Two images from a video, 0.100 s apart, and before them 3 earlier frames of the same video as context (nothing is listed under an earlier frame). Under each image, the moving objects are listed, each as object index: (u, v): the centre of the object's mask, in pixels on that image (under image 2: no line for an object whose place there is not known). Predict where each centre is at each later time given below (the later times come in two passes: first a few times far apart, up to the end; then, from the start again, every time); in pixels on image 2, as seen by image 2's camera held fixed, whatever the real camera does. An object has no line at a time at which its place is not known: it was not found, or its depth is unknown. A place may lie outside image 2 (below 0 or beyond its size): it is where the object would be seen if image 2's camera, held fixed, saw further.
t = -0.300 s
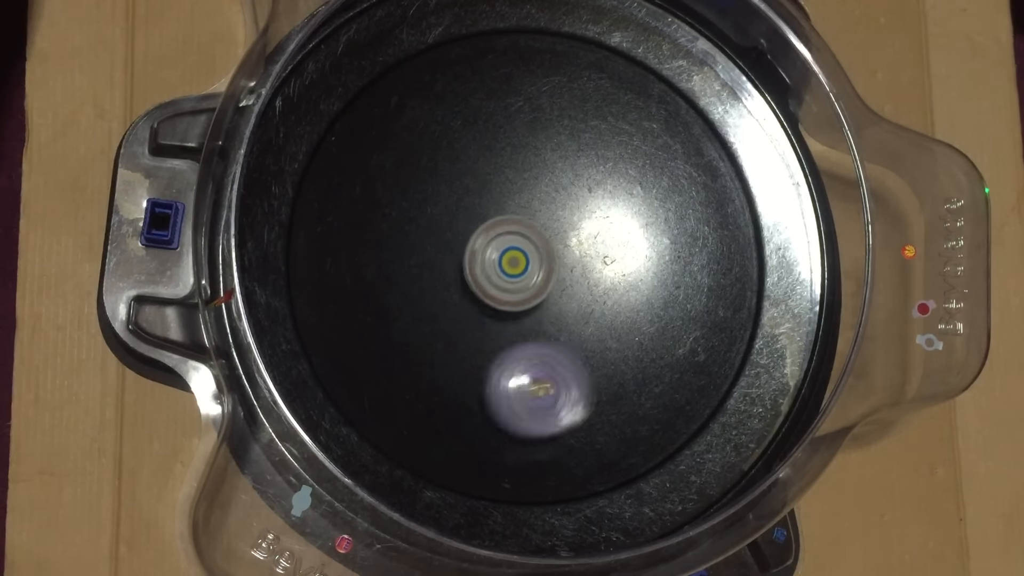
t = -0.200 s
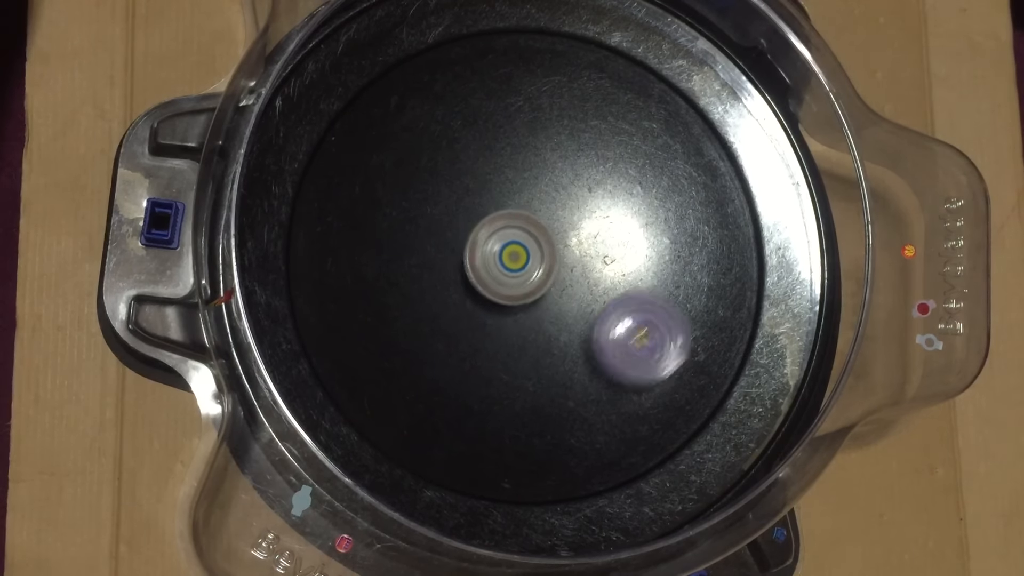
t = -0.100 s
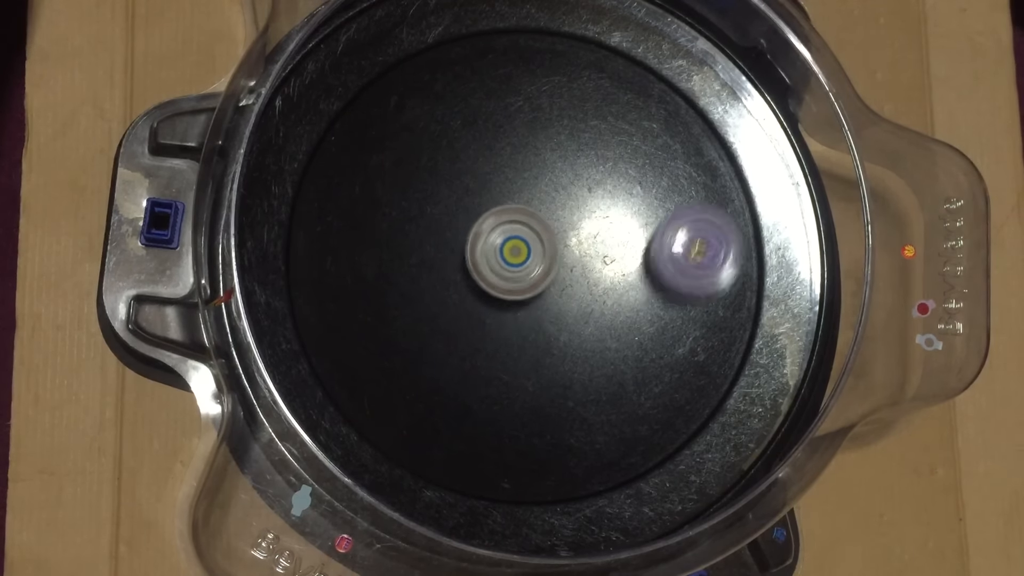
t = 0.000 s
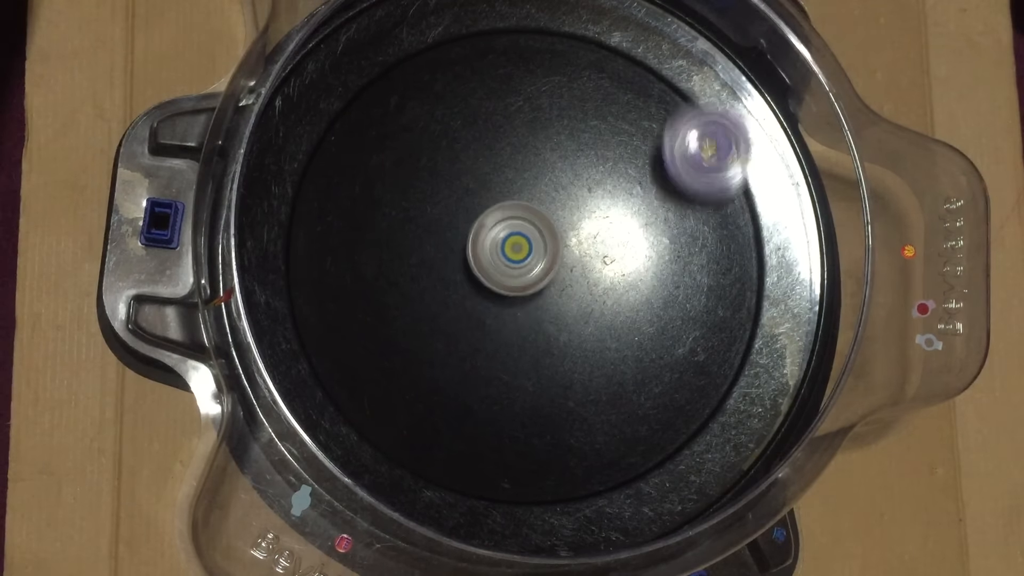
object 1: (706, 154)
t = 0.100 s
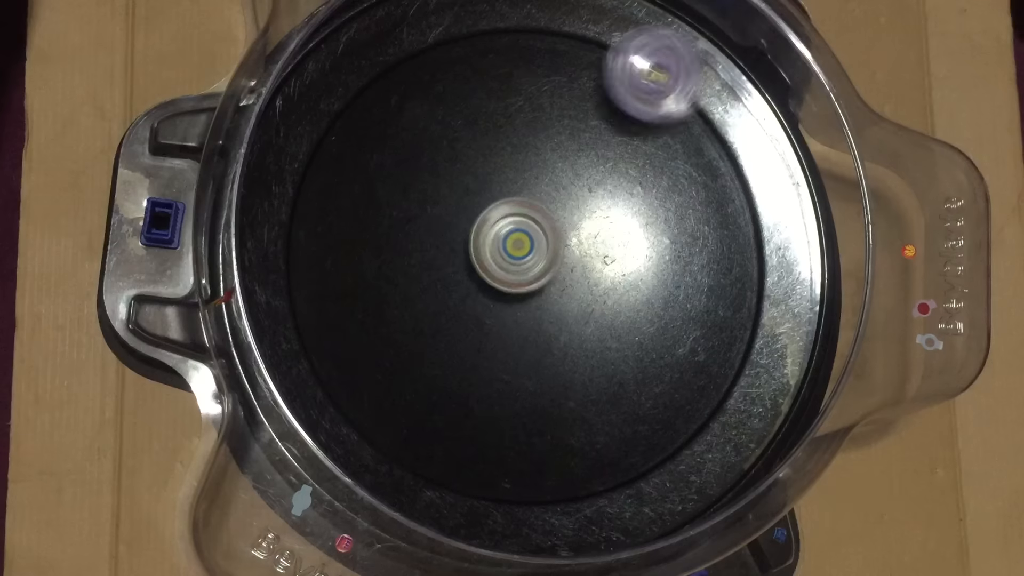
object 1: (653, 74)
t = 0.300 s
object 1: (452, 88)
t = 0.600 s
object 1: (518, 396)
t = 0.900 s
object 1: (750, 302)
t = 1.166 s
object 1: (563, 130)
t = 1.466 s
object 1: (366, 342)
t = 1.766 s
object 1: (601, 453)
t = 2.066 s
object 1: (608, 168)
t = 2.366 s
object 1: (360, 104)
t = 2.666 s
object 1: (443, 365)
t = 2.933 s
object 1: (679, 287)
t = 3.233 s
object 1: (629, 60)
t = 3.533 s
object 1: (414, 222)
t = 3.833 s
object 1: (556, 458)
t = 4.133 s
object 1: (721, 305)
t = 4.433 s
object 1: (510, 137)
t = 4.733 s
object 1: (311, 270)
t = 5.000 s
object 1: (493, 413)
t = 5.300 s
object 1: (667, 229)
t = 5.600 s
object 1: (551, 44)
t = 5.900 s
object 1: (414, 245)
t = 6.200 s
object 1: (592, 426)
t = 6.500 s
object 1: (720, 272)
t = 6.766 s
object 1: (529, 155)
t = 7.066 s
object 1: (339, 273)
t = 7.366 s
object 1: (507, 408)
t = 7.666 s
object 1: (648, 226)
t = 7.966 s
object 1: (541, 57)
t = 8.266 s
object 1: (425, 244)
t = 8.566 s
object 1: (567, 422)
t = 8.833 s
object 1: (697, 319)
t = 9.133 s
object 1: (558, 149)
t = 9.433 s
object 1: (380, 204)
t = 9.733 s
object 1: (509, 364)
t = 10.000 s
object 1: (666, 281)
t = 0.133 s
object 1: (622, 64)
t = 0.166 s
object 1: (589, 54)
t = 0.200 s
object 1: (553, 47)
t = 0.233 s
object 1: (518, 51)
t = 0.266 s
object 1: (483, 64)
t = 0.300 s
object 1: (452, 88)
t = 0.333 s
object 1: (430, 118)
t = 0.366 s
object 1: (412, 157)
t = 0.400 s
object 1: (405, 197)
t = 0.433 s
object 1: (407, 238)
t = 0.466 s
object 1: (418, 279)
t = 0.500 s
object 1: (436, 316)
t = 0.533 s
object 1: (459, 348)
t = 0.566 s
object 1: (487, 374)
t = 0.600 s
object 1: (518, 396)
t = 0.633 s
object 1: (551, 411)
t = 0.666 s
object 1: (587, 420)
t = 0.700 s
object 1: (620, 422)
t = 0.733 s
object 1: (655, 418)
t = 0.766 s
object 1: (688, 407)
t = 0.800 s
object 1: (717, 392)
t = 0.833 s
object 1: (740, 369)
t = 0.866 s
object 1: (746, 338)
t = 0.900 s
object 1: (750, 302)
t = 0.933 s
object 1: (750, 268)
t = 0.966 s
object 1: (742, 235)
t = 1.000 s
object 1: (725, 204)
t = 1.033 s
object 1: (703, 176)
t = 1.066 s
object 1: (673, 154)
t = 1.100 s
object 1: (639, 138)
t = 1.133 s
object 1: (604, 131)
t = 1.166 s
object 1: (563, 130)
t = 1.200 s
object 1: (529, 136)
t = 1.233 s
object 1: (494, 149)
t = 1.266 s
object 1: (461, 166)
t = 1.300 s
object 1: (433, 187)
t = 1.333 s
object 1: (409, 213)
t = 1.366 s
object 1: (391, 241)
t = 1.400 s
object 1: (377, 272)
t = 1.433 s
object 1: (368, 307)
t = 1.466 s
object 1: (366, 342)
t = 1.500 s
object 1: (370, 376)
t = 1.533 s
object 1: (382, 408)
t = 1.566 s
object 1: (402, 440)
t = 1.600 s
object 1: (427, 463)
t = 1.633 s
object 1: (462, 474)
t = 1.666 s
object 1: (500, 481)
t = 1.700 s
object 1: (534, 481)
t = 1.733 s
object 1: (570, 471)
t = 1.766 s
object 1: (601, 453)
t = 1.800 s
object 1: (625, 428)
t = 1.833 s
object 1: (643, 399)
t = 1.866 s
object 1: (655, 367)
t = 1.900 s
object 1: (661, 329)
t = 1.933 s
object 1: (661, 298)
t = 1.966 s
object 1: (655, 263)
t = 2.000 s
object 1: (642, 228)
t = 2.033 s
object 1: (627, 198)
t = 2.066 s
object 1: (608, 168)
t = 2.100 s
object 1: (587, 145)
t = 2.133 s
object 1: (563, 125)
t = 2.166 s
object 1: (537, 107)
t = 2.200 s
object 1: (509, 93)
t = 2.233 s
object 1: (481, 85)
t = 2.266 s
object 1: (450, 81)
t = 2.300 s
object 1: (418, 82)
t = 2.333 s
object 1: (389, 90)
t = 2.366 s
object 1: (360, 104)
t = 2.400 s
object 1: (337, 128)
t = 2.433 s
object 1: (326, 162)
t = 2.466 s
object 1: (320, 198)
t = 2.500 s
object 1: (321, 235)
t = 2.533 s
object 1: (332, 271)
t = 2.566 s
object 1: (351, 304)
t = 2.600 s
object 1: (378, 331)
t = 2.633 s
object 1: (409, 351)
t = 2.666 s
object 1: (443, 365)
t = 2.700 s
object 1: (480, 374)
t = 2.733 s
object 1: (514, 375)
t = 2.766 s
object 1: (550, 372)
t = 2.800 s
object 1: (583, 363)
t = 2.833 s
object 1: (612, 348)
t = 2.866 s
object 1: (636, 331)
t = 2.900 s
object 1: (660, 310)
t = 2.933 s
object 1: (679, 287)
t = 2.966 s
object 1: (694, 263)
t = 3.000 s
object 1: (704, 236)
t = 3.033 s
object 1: (709, 206)
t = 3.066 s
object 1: (709, 177)
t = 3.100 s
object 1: (704, 149)
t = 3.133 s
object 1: (696, 120)
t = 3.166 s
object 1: (677, 95)
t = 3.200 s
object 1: (654, 74)
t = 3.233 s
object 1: (629, 60)
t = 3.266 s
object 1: (598, 52)
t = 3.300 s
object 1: (565, 53)
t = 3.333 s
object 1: (534, 60)
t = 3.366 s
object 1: (503, 76)
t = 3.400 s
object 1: (475, 97)
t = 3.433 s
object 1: (453, 123)
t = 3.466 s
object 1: (434, 155)
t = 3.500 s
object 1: (422, 187)
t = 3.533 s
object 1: (414, 222)
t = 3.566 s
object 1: (413, 256)
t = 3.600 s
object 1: (417, 291)
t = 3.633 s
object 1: (426, 324)
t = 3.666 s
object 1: (438, 354)
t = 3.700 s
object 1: (455, 383)
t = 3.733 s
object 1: (475, 407)
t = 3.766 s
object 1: (500, 429)
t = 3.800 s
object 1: (526, 446)
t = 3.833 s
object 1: (556, 458)
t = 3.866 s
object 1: (587, 463)
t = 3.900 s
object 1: (616, 463)
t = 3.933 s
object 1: (647, 455)
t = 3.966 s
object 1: (673, 442)
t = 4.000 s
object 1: (696, 422)
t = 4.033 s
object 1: (711, 397)
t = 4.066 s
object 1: (722, 368)
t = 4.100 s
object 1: (725, 337)
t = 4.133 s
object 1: (721, 305)
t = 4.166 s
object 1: (714, 276)
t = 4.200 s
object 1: (698, 247)
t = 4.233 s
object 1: (677, 219)
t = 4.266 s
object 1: (653, 197)
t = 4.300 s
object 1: (625, 176)
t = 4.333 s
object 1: (598, 161)
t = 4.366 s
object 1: (568, 148)
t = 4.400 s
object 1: (539, 140)
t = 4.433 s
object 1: (510, 137)
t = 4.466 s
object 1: (479, 135)
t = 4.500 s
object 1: (450, 139)
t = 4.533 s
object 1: (423, 146)
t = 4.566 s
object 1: (395, 158)
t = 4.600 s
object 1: (371, 172)
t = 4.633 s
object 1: (348, 191)
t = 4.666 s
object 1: (330, 214)
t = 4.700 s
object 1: (317, 240)
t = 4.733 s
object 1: (311, 270)
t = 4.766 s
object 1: (312, 301)
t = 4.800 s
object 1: (322, 332)
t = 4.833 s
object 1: (340, 361)
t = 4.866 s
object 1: (363, 384)
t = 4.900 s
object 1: (393, 400)
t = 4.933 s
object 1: (425, 411)
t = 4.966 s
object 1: (459, 415)
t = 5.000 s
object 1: (493, 413)
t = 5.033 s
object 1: (524, 405)
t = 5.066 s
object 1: (554, 392)
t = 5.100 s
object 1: (580, 375)
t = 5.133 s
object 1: (603, 356)
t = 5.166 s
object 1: (621, 333)
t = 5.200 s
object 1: (639, 309)
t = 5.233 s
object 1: (651, 283)
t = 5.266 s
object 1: (661, 258)
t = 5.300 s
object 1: (667, 229)
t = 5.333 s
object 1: (669, 202)
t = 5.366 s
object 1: (668, 174)
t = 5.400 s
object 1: (663, 150)
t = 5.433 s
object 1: (656, 124)
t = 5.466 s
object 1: (642, 100)
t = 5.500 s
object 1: (625, 78)
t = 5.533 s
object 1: (604, 61)
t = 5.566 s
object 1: (579, 48)
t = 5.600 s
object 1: (551, 44)
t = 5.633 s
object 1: (523, 45)
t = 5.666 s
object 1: (495, 53)
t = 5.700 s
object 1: (469, 70)
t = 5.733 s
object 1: (447, 92)
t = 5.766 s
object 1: (429, 118)
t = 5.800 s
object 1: (417, 149)
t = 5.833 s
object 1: (410, 181)
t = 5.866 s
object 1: (410, 214)
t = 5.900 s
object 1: (414, 245)
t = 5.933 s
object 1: (422, 276)
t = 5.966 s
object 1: (434, 306)
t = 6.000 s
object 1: (450, 335)
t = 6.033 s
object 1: (468, 357)
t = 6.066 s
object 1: (489, 379)
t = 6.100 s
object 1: (512, 397)
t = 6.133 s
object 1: (538, 411)
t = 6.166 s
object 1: (565, 421)
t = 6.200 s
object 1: (592, 426)
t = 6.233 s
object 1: (620, 427)
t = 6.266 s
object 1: (648, 422)
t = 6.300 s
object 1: (672, 413)
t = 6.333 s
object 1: (693, 399)
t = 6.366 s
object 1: (711, 378)
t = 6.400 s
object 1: (723, 354)
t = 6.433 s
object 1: (728, 326)
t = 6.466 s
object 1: (726, 300)
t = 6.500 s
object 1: (720, 272)
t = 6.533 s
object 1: (707, 246)
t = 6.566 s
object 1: (688, 224)
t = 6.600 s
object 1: (665, 202)
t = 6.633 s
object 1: (641, 187)
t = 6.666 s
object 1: (613, 172)
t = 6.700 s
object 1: (585, 163)
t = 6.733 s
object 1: (557, 158)
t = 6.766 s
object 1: (529, 155)
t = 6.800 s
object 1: (501, 156)
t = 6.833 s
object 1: (474, 160)
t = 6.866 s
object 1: (448, 168)
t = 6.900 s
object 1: (424, 177)
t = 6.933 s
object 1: (401, 190)
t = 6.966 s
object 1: (381, 206)
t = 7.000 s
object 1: (363, 226)
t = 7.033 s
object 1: (348, 248)
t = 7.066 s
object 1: (339, 273)
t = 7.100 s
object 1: (335, 300)
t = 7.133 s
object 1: (339, 328)
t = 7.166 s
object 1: (349, 354)
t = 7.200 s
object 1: (368, 377)
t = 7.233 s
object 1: (391, 394)
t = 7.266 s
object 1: (418, 407)
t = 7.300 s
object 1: (448, 413)
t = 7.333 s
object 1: (477, 413)
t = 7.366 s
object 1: (507, 408)
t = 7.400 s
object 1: (534, 397)
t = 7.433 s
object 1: (558, 383)
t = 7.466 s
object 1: (580, 366)
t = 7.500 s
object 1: (599, 344)
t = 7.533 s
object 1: (614, 322)
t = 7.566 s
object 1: (626, 301)
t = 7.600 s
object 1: (636, 276)
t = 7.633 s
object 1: (643, 252)
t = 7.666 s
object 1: (648, 226)
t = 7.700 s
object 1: (649, 200)
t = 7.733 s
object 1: (647, 176)
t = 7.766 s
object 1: (643, 152)
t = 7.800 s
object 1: (634, 129)
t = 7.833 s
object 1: (623, 108)
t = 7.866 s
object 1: (607, 89)
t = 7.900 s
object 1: (588, 73)
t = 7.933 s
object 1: (566, 62)
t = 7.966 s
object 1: (541, 57)
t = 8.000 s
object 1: (515, 59)
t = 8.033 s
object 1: (491, 68)
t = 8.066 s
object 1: (468, 84)
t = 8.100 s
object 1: (449, 104)
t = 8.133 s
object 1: (435, 129)
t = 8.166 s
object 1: (425, 157)
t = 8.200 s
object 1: (420, 186)
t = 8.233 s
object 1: (420, 215)
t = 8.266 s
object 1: (425, 244)
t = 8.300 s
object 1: (433, 272)
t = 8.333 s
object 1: (442, 299)
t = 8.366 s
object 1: (452, 323)
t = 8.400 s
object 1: (466, 347)
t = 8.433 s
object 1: (483, 368)
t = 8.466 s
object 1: (501, 387)
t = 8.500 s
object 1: (521, 402)
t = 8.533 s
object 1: (543, 414)
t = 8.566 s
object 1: (567, 422)
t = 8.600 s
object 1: (593, 426)
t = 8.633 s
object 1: (617, 425)
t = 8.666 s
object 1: (641, 418)
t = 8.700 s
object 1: (661, 406)
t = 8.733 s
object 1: (678, 389)
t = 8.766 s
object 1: (689, 368)
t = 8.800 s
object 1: (697, 344)
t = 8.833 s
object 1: (697, 319)
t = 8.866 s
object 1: (691, 295)
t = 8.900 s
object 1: (681, 271)
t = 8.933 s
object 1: (667, 249)
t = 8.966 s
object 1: (649, 228)
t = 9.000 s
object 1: (626, 210)
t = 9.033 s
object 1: (609, 193)
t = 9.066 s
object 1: (594, 175)
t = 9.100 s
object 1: (577, 161)
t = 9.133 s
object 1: (558, 149)
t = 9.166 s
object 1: (536, 139)
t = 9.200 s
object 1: (514, 133)
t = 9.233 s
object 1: (491, 130)
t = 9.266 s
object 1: (466, 133)
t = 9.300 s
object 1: (444, 138)
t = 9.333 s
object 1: (424, 148)
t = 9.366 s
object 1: (404, 162)
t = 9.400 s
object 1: (390, 181)
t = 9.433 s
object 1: (380, 204)
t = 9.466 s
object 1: (376, 228)
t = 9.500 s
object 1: (378, 254)
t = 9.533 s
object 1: (385, 278)
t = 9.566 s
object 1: (398, 301)
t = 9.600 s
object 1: (416, 321)
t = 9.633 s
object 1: (436, 338)
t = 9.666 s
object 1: (459, 351)
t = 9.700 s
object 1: (485, 359)
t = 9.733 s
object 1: (509, 364)
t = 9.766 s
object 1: (534, 365)
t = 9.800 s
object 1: (560, 361)
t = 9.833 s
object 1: (582, 355)
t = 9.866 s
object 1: (603, 345)
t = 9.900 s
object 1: (623, 332)
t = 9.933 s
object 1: (641, 316)
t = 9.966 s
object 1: (654, 300)
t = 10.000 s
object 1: (666, 281)
